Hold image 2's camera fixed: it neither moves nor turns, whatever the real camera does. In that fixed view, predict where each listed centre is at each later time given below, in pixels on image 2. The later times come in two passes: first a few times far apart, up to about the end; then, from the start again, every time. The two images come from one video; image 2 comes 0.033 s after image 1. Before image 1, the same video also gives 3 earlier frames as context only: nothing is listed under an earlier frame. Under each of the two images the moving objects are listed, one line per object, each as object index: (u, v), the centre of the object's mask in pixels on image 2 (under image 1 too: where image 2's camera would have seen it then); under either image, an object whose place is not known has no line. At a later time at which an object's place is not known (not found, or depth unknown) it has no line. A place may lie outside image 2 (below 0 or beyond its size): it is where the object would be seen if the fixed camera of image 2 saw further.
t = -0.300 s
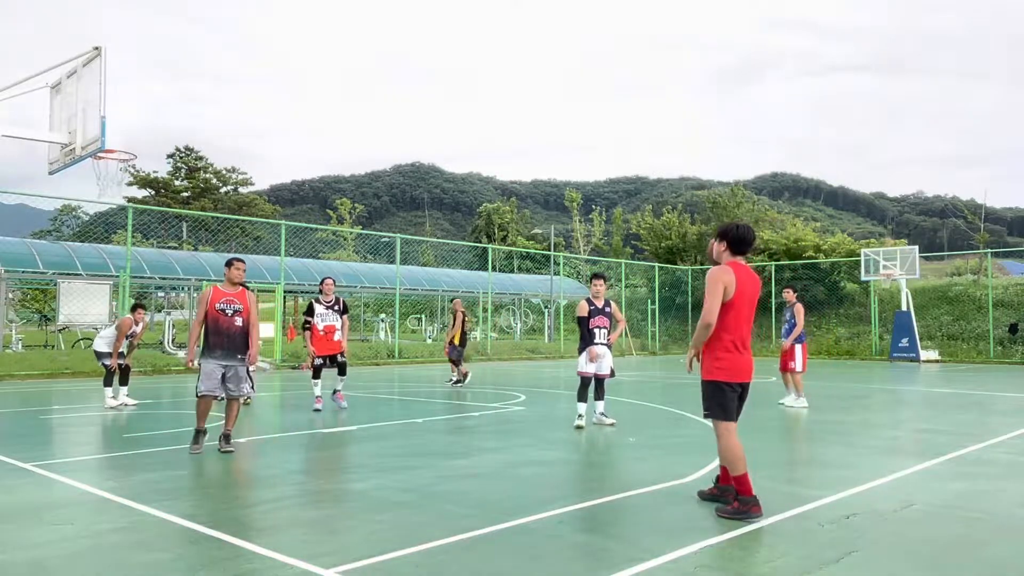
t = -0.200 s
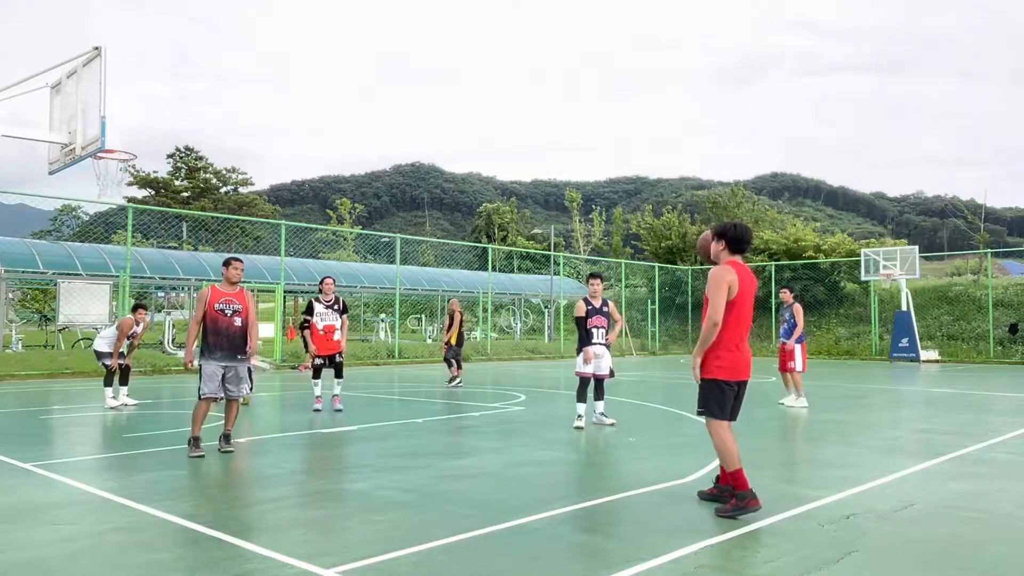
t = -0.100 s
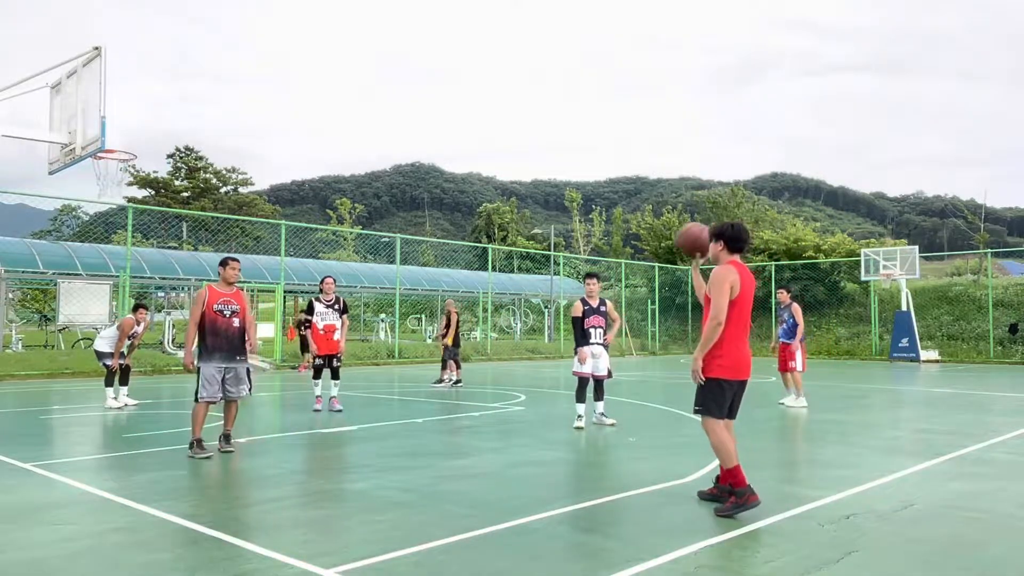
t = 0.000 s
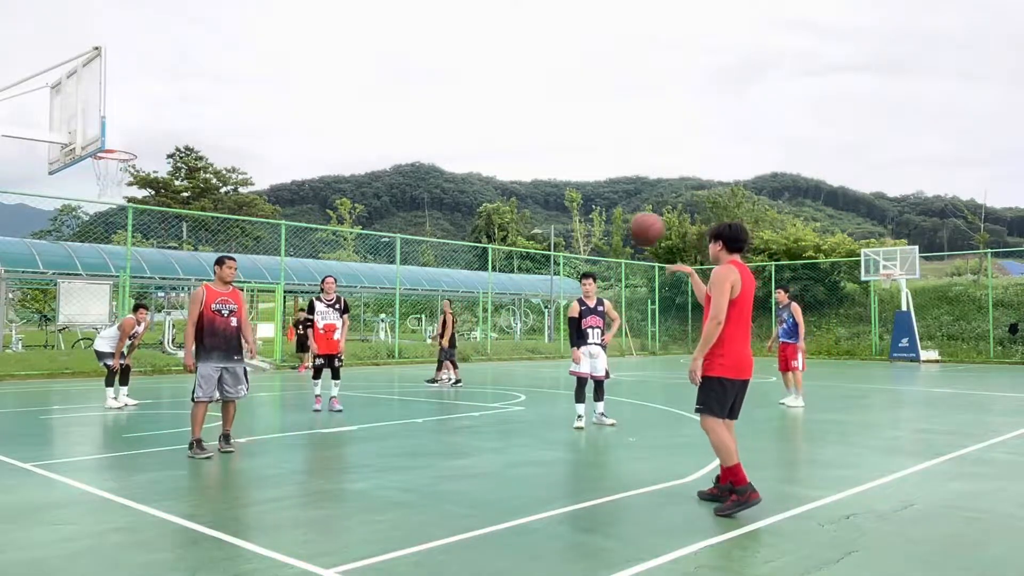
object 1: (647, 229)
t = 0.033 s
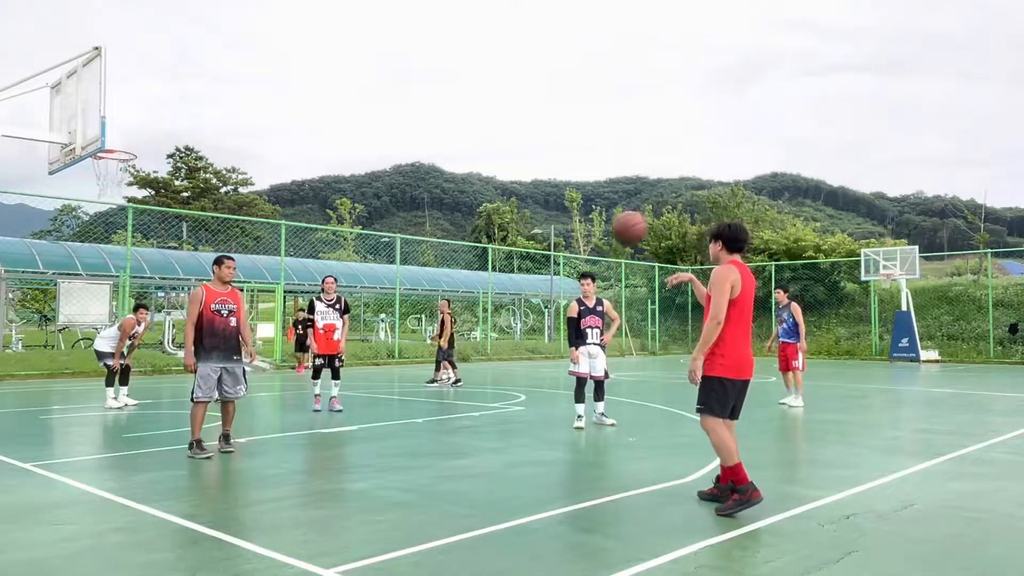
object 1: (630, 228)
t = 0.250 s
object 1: (524, 262)
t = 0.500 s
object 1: (413, 373)
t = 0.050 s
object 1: (621, 229)
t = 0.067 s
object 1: (614, 230)
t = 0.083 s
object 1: (605, 230)
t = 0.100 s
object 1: (596, 231)
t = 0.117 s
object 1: (588, 234)
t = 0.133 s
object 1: (580, 236)
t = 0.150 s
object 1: (571, 238)
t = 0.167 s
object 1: (563, 241)
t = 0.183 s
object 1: (555, 244)
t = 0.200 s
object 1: (548, 247)
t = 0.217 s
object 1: (539, 251)
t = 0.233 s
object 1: (532, 256)
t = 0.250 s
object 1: (524, 262)
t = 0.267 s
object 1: (517, 266)
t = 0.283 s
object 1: (509, 271)
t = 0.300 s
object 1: (502, 277)
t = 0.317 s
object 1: (494, 283)
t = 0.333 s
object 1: (486, 290)
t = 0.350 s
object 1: (479, 297)
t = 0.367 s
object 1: (471, 304)
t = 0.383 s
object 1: (464, 310)
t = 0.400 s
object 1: (458, 319)
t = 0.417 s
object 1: (450, 326)
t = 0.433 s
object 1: (442, 335)
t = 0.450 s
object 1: (434, 343)
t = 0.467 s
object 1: (427, 353)
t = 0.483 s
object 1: (420, 363)
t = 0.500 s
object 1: (413, 373)
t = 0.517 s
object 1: (406, 382)
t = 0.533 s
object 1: (399, 393)
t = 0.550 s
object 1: (392, 403)
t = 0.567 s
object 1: (385, 415)
